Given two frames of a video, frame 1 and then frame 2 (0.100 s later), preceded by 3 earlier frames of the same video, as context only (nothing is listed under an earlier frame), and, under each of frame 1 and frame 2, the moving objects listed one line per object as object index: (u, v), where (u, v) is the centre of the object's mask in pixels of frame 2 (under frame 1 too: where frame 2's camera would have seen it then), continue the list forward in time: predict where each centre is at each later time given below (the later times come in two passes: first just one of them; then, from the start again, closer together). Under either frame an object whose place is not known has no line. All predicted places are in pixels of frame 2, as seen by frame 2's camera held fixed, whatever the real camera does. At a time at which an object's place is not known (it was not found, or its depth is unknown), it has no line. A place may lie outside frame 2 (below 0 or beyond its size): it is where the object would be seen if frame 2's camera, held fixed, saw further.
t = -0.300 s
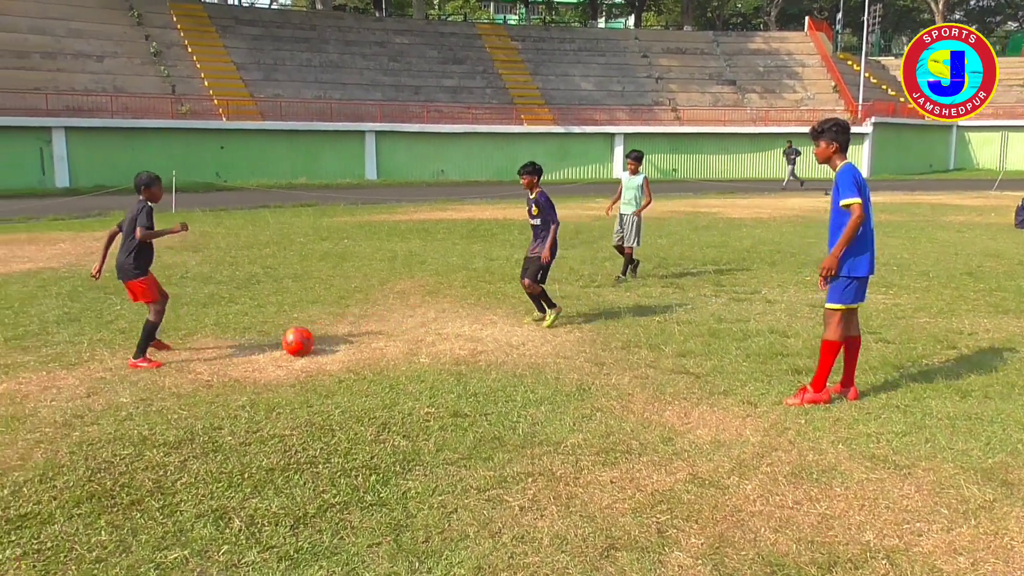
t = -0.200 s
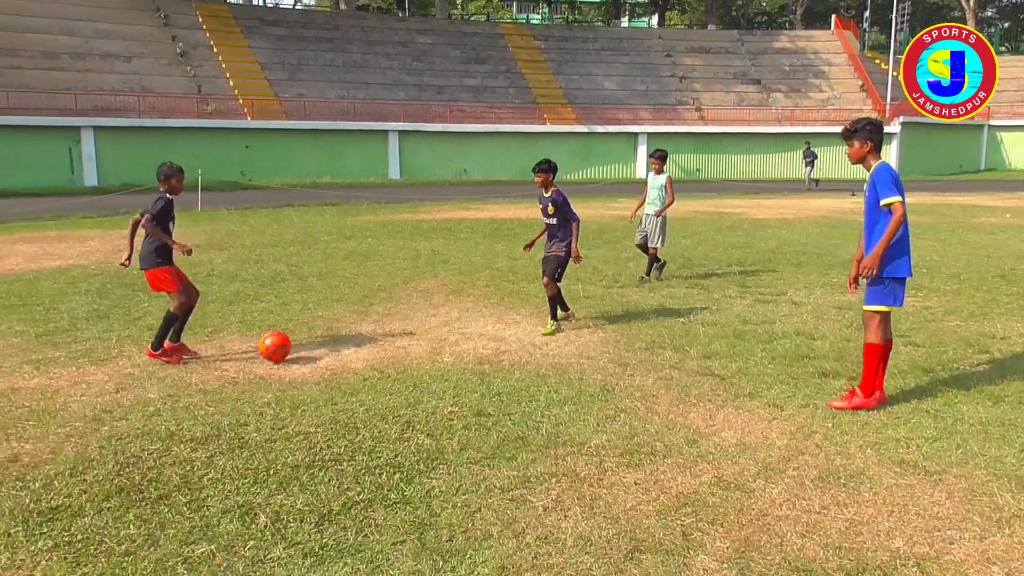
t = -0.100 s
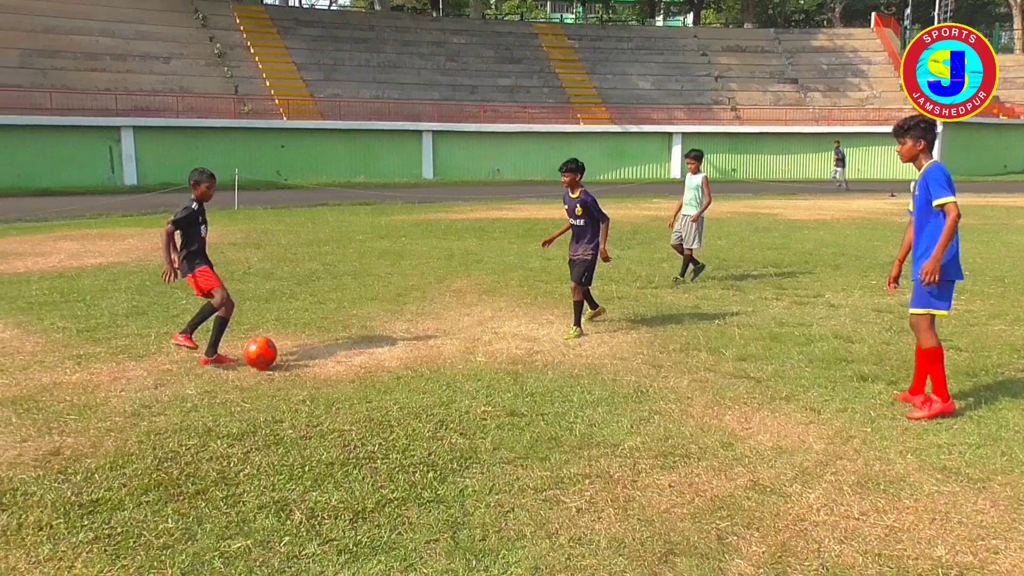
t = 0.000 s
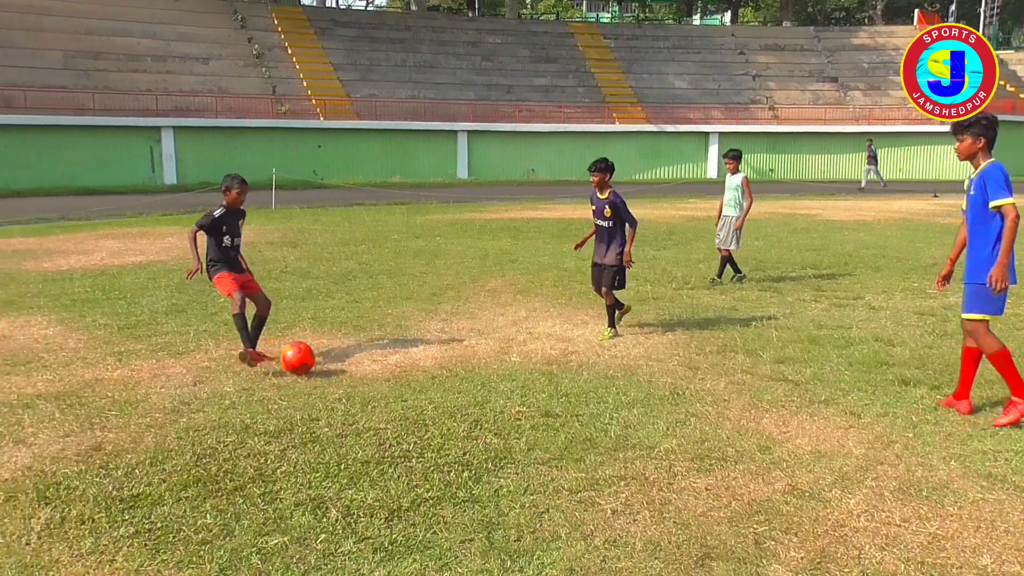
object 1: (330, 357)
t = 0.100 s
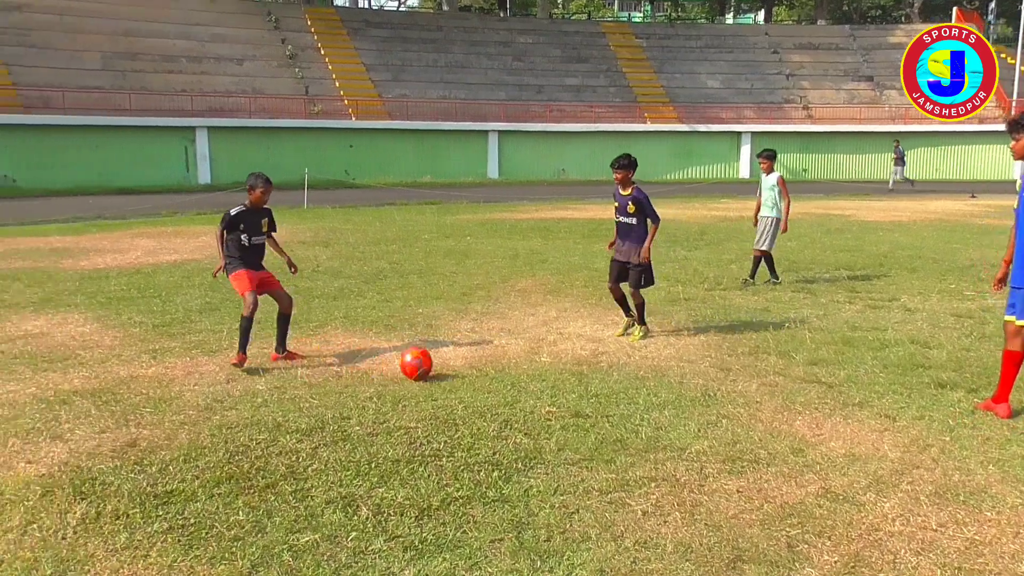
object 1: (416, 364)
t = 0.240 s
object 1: (528, 373)
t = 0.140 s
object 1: (447, 364)
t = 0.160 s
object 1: (464, 365)
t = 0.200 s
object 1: (496, 368)
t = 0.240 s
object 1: (528, 373)
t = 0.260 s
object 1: (542, 373)
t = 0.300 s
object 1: (568, 371)
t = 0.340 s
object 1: (596, 372)
